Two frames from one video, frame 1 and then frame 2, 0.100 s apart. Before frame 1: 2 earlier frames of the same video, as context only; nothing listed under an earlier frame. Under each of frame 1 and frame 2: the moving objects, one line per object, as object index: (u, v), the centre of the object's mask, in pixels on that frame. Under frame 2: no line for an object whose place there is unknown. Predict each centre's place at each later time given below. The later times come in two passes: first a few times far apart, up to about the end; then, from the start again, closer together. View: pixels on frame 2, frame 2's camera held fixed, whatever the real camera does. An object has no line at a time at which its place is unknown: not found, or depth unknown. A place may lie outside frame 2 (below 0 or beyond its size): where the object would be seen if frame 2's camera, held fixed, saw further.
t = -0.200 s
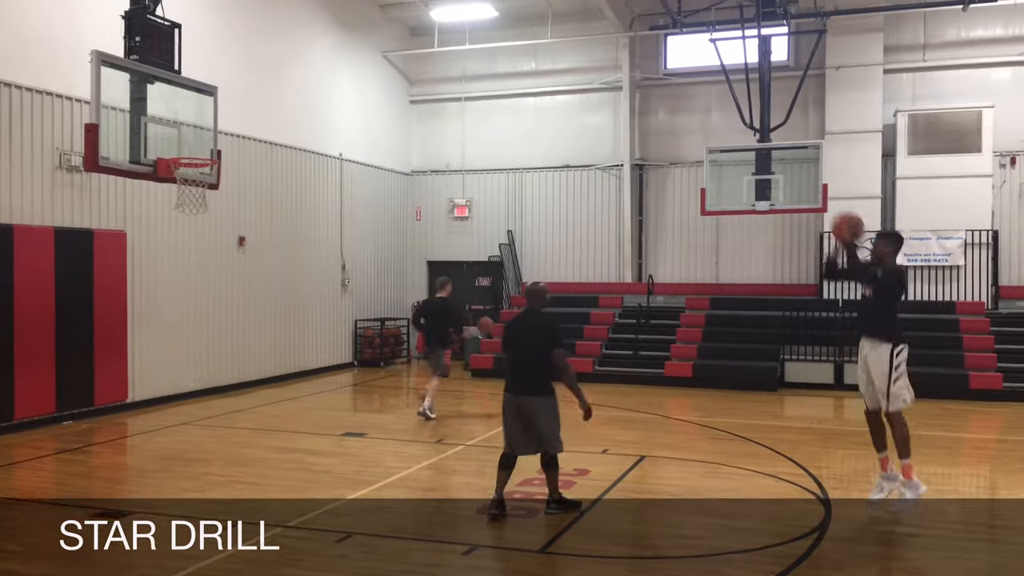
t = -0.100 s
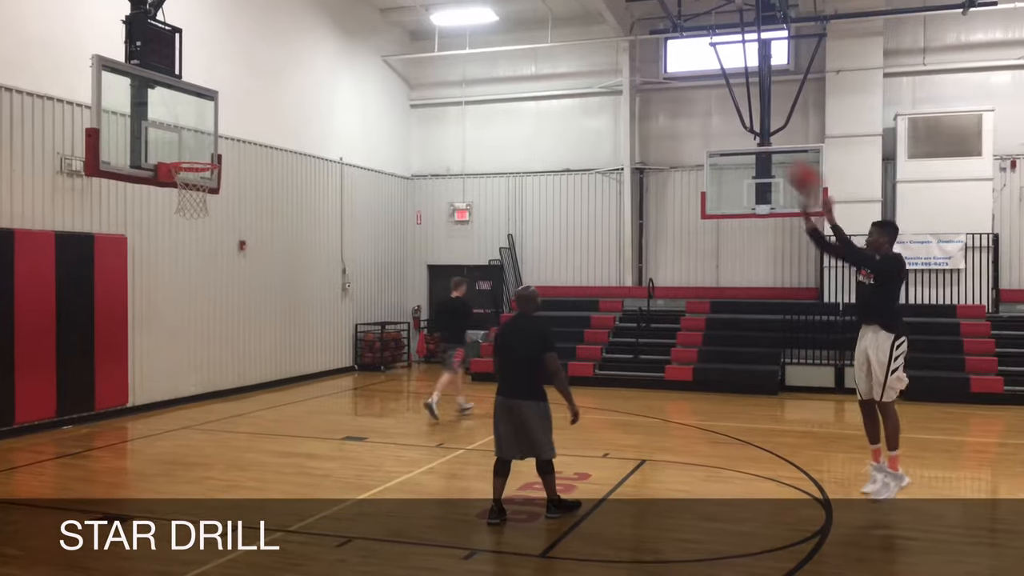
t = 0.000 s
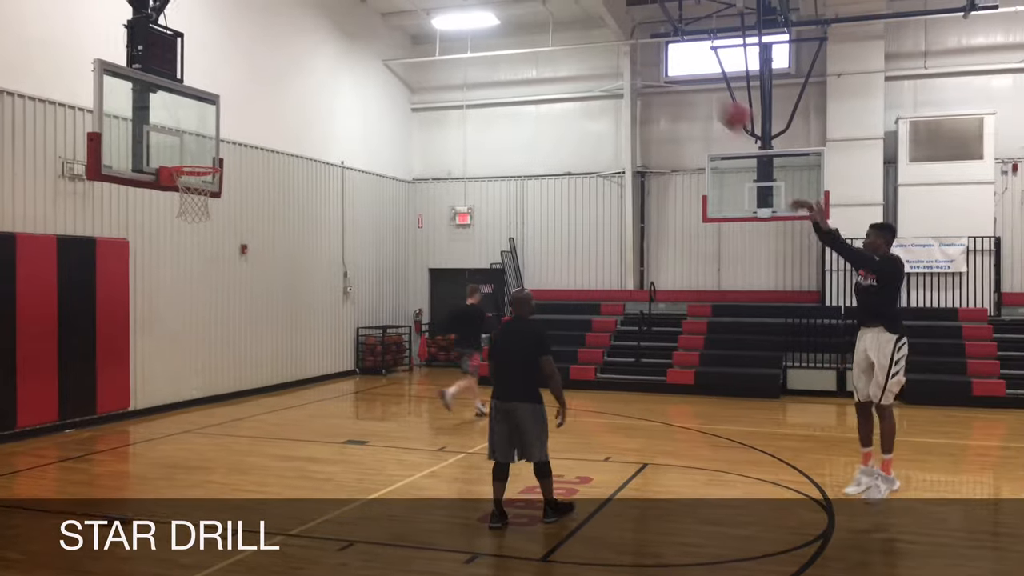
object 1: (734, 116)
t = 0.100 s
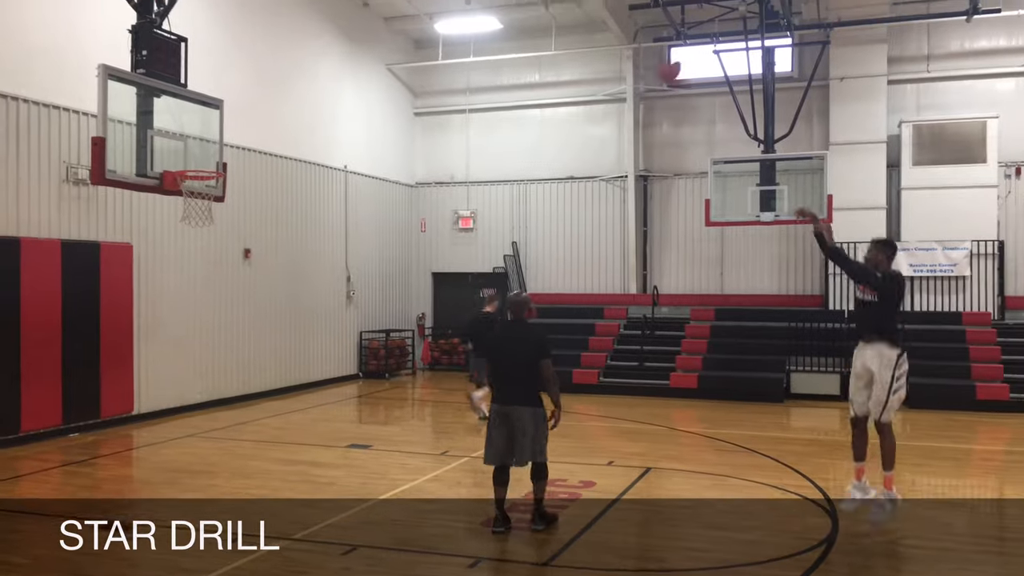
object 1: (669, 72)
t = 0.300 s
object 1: (551, 15)
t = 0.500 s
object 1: (441, 4)
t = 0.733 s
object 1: (329, 45)
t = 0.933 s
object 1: (243, 119)
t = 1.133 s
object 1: (189, 196)
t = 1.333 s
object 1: (212, 191)
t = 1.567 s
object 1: (231, 225)
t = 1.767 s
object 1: (247, 294)
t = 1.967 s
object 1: (262, 403)
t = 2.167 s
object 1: (273, 413)
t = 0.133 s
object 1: (650, 59)
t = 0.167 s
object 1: (631, 47)
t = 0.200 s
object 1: (609, 35)
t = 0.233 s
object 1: (589, 27)
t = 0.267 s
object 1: (568, 20)
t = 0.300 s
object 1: (551, 15)
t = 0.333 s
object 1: (532, 9)
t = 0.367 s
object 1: (513, 5)
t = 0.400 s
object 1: (496, 2)
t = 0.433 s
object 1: (477, 1)
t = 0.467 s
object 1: (459, 1)
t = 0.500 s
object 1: (441, 4)
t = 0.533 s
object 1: (425, 7)
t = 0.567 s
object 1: (408, 11)
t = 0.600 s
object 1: (391, 16)
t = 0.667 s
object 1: (359, 28)
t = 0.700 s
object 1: (344, 36)
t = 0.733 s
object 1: (329, 45)
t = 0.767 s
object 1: (314, 55)
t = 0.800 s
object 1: (299, 66)
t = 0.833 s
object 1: (286, 78)
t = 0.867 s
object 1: (271, 91)
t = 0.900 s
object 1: (257, 104)
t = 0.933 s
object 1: (243, 119)
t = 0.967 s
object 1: (230, 134)
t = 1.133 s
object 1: (189, 196)
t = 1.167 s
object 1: (192, 196)
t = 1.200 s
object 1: (195, 193)
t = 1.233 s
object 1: (199, 192)
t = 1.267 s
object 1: (204, 190)
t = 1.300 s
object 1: (208, 191)
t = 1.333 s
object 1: (212, 191)
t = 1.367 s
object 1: (215, 192)
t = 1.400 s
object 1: (217, 194)
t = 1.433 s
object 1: (220, 199)
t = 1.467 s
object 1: (222, 203)
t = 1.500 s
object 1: (225, 210)
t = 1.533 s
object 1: (228, 217)
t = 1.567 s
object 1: (231, 225)
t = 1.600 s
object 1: (233, 234)
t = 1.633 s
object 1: (236, 244)
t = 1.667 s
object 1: (239, 255)
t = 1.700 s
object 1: (242, 267)
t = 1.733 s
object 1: (244, 280)
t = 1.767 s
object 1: (247, 294)
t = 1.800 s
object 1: (249, 309)
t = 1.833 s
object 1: (252, 325)
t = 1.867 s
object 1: (254, 342)
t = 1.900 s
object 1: (257, 361)
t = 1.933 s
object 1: (259, 379)
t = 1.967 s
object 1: (262, 403)
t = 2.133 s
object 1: (272, 427)
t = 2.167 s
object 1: (273, 413)
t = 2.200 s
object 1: (274, 400)
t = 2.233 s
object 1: (276, 388)
